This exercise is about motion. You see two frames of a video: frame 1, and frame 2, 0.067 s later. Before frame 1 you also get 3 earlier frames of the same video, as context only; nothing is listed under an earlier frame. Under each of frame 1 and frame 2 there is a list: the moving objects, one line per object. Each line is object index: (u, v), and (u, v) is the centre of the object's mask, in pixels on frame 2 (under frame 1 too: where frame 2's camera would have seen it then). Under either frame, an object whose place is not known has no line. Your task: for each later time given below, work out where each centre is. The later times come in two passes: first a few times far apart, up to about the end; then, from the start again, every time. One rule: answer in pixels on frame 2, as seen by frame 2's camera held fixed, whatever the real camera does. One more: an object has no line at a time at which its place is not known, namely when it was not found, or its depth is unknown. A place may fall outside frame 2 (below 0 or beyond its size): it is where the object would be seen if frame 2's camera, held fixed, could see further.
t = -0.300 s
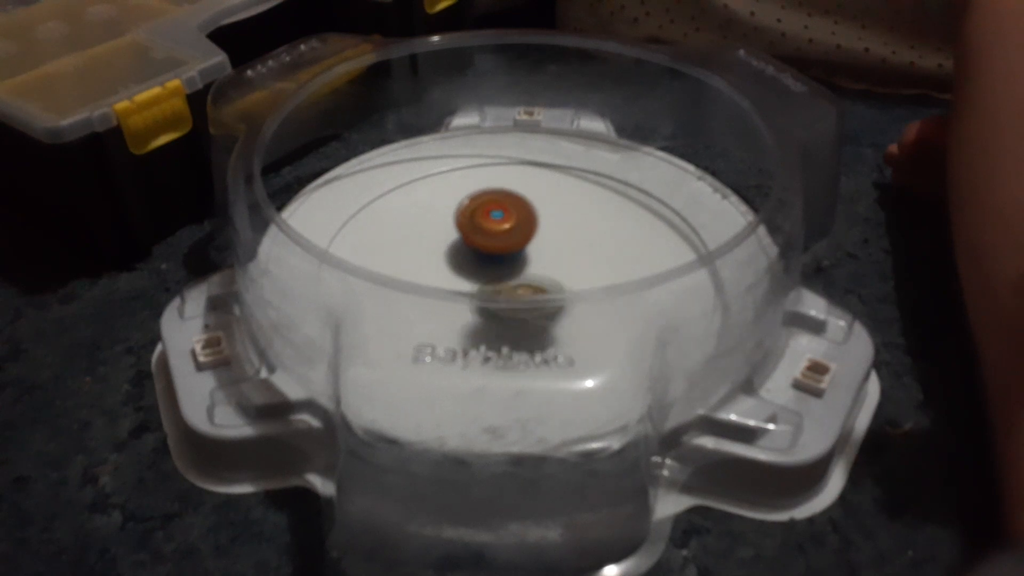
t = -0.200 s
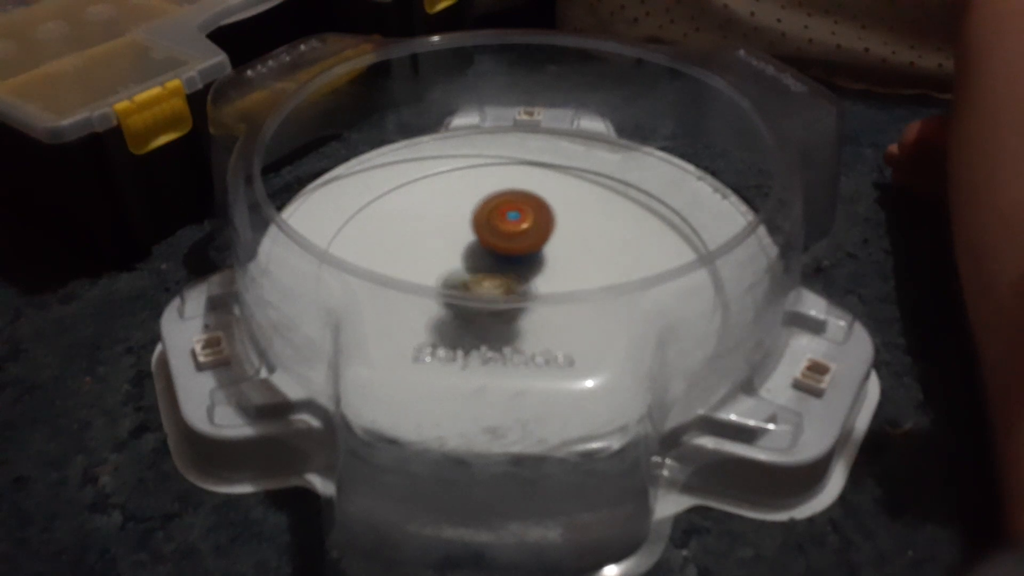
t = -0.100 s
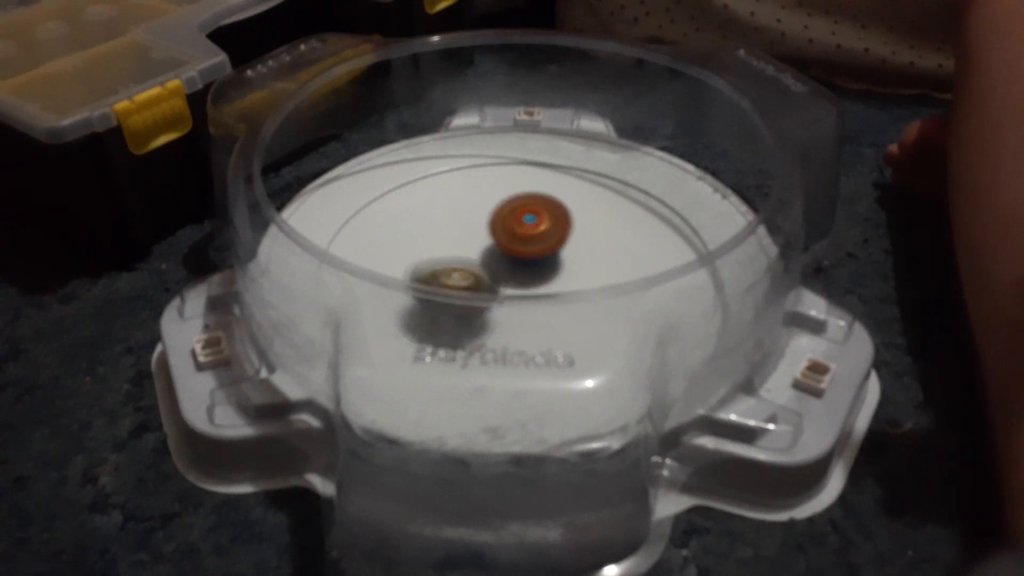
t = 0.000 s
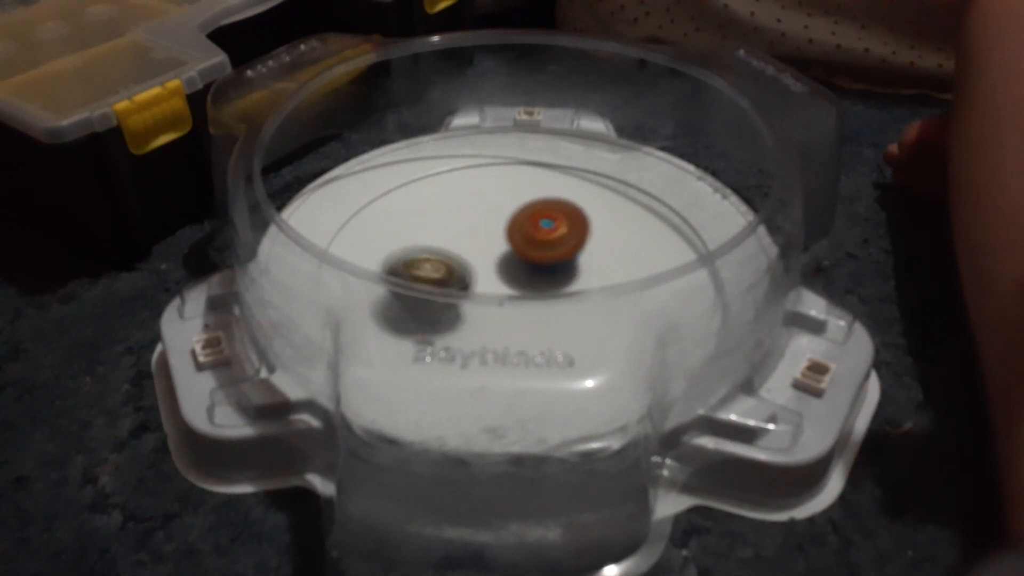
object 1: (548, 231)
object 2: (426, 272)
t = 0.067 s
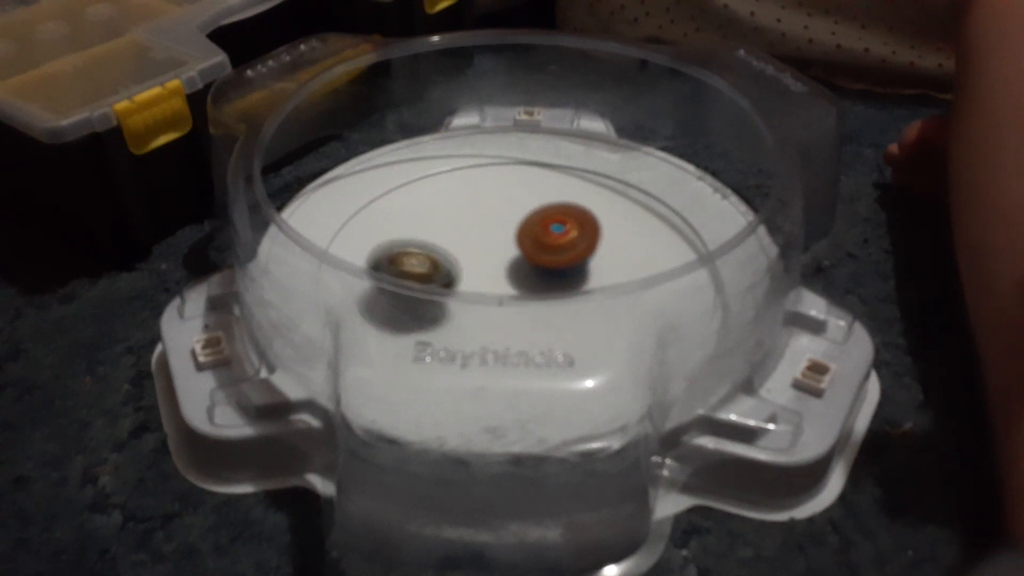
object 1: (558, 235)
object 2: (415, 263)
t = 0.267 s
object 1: (579, 252)
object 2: (408, 254)
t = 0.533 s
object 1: (578, 269)
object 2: (459, 235)
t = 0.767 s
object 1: (544, 279)
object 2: (509, 210)
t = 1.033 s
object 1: (489, 280)
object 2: (538, 200)
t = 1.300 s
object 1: (461, 270)
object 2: (566, 240)
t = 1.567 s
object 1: (467, 251)
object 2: (599, 266)
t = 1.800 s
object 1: (496, 231)
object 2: (592, 274)
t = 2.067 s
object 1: (529, 223)
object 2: (523, 282)
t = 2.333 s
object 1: (554, 237)
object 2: (453, 273)
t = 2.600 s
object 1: (564, 267)
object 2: (442, 264)
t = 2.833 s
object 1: (555, 278)
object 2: (466, 244)
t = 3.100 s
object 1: (521, 281)
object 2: (500, 219)
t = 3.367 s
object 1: (477, 268)
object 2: (530, 218)
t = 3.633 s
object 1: (459, 247)
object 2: (561, 247)
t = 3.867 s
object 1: (476, 239)
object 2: (586, 263)
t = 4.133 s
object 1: (525, 229)
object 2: (583, 277)
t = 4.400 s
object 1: (549, 225)
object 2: (564, 319)
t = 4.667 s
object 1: (553, 246)
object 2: (503, 295)
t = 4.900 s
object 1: (597, 234)
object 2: (409, 281)
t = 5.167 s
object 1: (584, 244)
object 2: (445, 255)
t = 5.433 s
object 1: (625, 316)
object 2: (483, 167)
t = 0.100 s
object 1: (563, 238)
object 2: (408, 263)
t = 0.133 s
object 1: (567, 241)
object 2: (404, 262)
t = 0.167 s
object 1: (571, 243)
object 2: (402, 259)
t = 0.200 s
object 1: (574, 246)
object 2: (403, 257)
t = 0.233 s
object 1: (576, 248)
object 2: (405, 255)
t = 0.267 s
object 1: (579, 252)
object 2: (408, 254)
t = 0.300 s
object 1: (581, 255)
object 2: (412, 253)
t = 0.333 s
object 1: (582, 258)
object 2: (417, 252)
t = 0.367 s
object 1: (583, 260)
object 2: (423, 251)
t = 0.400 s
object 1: (583, 262)
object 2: (429, 249)
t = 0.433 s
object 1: (583, 263)
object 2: (436, 246)
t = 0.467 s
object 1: (582, 265)
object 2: (443, 243)
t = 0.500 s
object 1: (580, 267)
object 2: (451, 238)
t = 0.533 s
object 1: (578, 269)
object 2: (459, 235)
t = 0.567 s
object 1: (575, 270)
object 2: (467, 231)
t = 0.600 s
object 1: (571, 272)
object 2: (475, 228)
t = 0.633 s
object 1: (567, 274)
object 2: (482, 224)
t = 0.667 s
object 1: (563, 275)
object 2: (490, 220)
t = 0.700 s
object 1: (557, 276)
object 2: (497, 217)
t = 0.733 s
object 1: (551, 277)
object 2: (503, 213)
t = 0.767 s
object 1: (544, 279)
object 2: (509, 210)
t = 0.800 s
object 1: (538, 279)
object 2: (515, 206)
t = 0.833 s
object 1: (531, 281)
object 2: (520, 203)
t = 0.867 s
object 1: (523, 281)
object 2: (525, 200)
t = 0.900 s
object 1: (516, 281)
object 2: (528, 197)
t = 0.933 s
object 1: (508, 281)
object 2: (532, 196)
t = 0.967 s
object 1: (501, 281)
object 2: (534, 196)
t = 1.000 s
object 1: (495, 280)
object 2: (536, 198)
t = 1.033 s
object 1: (489, 280)
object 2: (538, 200)
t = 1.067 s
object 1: (483, 279)
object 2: (541, 203)
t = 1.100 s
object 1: (479, 278)
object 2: (543, 207)
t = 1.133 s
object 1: (474, 277)
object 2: (546, 213)
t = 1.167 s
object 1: (471, 275)
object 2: (549, 218)
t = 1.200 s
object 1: (468, 274)
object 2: (553, 224)
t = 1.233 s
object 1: (465, 273)
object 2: (557, 229)
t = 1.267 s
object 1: (463, 271)
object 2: (561, 234)
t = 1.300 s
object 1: (461, 270)
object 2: (566, 240)
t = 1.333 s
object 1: (460, 268)
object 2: (570, 245)
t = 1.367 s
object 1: (460, 266)
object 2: (575, 251)
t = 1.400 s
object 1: (460, 264)
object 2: (579, 255)
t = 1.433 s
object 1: (460, 262)
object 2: (583, 258)
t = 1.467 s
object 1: (461, 260)
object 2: (588, 260)
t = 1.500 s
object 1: (462, 257)
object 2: (592, 263)
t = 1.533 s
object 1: (464, 254)
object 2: (595, 265)
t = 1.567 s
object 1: (467, 251)
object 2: (599, 266)
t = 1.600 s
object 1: (470, 248)
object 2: (601, 268)
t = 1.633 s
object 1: (473, 245)
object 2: (604, 269)
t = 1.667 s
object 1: (477, 242)
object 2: (605, 271)
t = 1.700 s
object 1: (481, 239)
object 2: (604, 272)
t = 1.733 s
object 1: (486, 236)
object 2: (601, 272)
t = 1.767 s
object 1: (491, 234)
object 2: (597, 273)
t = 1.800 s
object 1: (496, 231)
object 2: (592, 274)
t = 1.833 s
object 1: (500, 229)
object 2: (585, 275)
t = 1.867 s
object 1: (505, 227)
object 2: (579, 276)
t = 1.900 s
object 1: (509, 226)
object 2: (573, 277)
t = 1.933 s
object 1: (514, 225)
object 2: (568, 278)
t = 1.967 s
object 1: (518, 224)
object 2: (555, 279)
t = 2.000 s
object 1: (522, 223)
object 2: (547, 280)
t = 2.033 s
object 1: (526, 223)
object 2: (536, 282)
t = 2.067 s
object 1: (529, 223)
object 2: (523, 282)
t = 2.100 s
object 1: (533, 223)
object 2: (507, 282)
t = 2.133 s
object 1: (537, 224)
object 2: (496, 280)
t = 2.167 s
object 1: (540, 225)
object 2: (488, 279)
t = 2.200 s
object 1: (543, 227)
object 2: (479, 277)
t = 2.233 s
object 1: (546, 229)
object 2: (469, 276)
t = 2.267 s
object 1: (549, 231)
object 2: (463, 275)
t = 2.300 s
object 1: (552, 234)
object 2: (459, 274)
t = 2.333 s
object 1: (554, 237)
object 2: (453, 273)
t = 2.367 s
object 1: (556, 241)
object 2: (448, 273)
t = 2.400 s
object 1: (558, 245)
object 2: (445, 272)
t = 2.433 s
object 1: (560, 249)
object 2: (442, 270)
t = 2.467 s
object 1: (562, 254)
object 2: (439, 269)
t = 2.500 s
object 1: (563, 258)
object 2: (438, 268)
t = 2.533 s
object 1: (564, 261)
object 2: (439, 267)
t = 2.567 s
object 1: (565, 264)
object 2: (440, 265)
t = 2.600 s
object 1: (564, 267)
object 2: (442, 264)
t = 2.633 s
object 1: (564, 269)
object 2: (445, 262)
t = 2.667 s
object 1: (564, 271)
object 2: (448, 259)
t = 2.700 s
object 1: (563, 273)
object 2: (450, 257)
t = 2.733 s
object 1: (561, 275)
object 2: (454, 254)
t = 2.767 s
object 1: (559, 276)
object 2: (457, 252)
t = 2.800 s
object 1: (557, 277)
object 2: (461, 249)
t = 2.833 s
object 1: (555, 278)
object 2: (466, 244)
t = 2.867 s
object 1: (552, 279)
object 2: (470, 240)
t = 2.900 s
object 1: (549, 280)
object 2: (474, 237)
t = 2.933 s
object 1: (546, 281)
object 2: (477, 234)
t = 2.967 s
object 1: (543, 290)
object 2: (482, 231)
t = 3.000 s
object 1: (538, 291)
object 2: (487, 227)
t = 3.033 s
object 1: (533, 291)
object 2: (492, 224)
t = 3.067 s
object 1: (528, 287)
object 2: (496, 222)
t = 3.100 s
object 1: (521, 281)
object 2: (500, 219)
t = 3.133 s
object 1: (515, 280)
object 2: (505, 216)
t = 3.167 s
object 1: (510, 279)
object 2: (510, 214)
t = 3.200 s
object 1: (504, 278)
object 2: (514, 213)
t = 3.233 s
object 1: (498, 276)
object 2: (517, 213)
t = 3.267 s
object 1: (492, 274)
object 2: (520, 213)
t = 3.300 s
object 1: (487, 272)
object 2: (523, 214)
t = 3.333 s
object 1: (482, 270)
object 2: (527, 216)
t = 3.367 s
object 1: (477, 268)
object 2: (530, 218)
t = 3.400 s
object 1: (473, 265)
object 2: (533, 221)
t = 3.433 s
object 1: (469, 262)
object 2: (536, 223)
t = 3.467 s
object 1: (465, 259)
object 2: (540, 227)
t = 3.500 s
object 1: (463, 258)
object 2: (545, 231)
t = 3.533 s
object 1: (460, 256)
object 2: (549, 235)
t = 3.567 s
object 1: (459, 254)
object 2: (552, 238)
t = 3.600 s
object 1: (459, 252)
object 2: (557, 243)
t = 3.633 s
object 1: (459, 247)
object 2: (561, 247)
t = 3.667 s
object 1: (460, 246)
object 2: (566, 252)
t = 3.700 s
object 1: (461, 244)
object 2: (571, 254)
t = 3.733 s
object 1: (462, 243)
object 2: (574, 257)
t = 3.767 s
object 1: (465, 242)
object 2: (577, 259)
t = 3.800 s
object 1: (468, 241)
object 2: (581, 261)
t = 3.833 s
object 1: (471, 240)
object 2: (585, 262)
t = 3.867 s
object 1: (476, 239)
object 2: (586, 263)
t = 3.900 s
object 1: (481, 239)
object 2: (586, 265)
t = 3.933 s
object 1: (487, 238)
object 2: (585, 267)
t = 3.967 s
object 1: (494, 238)
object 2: (585, 268)
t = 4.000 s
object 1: (501, 238)
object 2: (583, 268)
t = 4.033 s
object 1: (509, 237)
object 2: (580, 269)
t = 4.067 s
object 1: (516, 237)
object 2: (577, 271)
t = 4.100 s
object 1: (520, 233)
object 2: (577, 274)
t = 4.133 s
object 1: (525, 229)
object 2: (583, 277)
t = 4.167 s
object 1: (529, 228)
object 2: (583, 303)
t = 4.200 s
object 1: (533, 226)
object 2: (579, 305)
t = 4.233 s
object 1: (537, 225)
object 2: (579, 309)
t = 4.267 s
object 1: (541, 224)
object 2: (577, 312)
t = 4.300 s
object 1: (543, 224)
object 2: (574, 316)
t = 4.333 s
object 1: (546, 224)
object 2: (572, 318)
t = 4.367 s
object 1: (547, 224)
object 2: (569, 318)
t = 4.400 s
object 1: (549, 225)
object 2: (564, 319)
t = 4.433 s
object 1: (550, 226)
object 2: (558, 319)
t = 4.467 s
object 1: (551, 227)
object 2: (552, 319)
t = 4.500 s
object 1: (552, 230)
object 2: (545, 317)
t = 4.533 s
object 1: (553, 232)
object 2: (537, 312)
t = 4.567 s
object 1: (553, 235)
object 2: (529, 308)
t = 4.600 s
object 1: (553, 239)
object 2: (520, 302)
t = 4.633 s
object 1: (552, 243)
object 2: (512, 298)
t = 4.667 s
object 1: (553, 246)
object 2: (503, 295)
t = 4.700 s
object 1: (567, 242)
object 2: (478, 296)
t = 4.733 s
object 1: (578, 238)
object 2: (455, 297)
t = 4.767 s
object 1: (583, 236)
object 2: (433, 296)
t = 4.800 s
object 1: (588, 235)
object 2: (420, 292)
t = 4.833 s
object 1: (592, 234)
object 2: (413, 291)
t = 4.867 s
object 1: (596, 233)
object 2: (410, 285)
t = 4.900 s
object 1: (597, 234)
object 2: (409, 281)
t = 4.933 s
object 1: (598, 233)
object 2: (408, 278)
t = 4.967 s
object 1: (599, 234)
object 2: (409, 270)
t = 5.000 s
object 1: (598, 233)
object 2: (414, 262)
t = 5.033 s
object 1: (597, 235)
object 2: (419, 260)
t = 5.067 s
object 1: (596, 236)
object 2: (426, 258)
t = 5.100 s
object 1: (594, 239)
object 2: (431, 257)
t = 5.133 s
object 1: (589, 241)
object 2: (439, 256)
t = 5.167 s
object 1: (584, 244)
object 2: (445, 255)
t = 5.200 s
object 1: (579, 247)
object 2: (454, 254)
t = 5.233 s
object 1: (572, 250)
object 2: (462, 254)
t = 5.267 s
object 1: (565, 254)
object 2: (474, 254)
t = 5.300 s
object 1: (571, 261)
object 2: (478, 240)
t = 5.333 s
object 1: (589, 273)
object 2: (476, 216)
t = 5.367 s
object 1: (603, 295)
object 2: (475, 200)
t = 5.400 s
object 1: (616, 309)
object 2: (476, 186)
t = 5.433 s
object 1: (625, 316)
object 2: (483, 167)
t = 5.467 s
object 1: (625, 323)
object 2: (488, 153)
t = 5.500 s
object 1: (622, 325)
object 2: (499, 147)
